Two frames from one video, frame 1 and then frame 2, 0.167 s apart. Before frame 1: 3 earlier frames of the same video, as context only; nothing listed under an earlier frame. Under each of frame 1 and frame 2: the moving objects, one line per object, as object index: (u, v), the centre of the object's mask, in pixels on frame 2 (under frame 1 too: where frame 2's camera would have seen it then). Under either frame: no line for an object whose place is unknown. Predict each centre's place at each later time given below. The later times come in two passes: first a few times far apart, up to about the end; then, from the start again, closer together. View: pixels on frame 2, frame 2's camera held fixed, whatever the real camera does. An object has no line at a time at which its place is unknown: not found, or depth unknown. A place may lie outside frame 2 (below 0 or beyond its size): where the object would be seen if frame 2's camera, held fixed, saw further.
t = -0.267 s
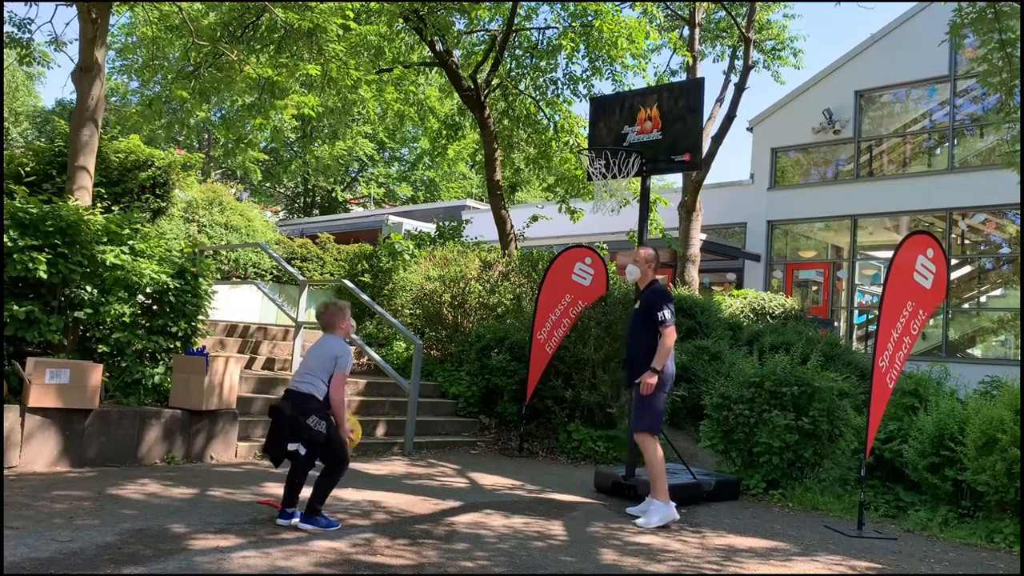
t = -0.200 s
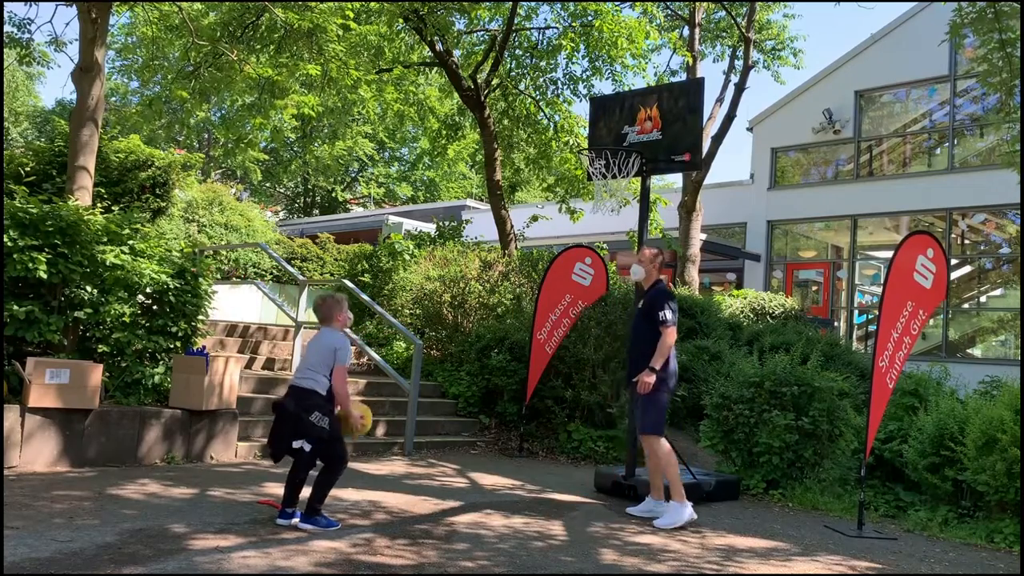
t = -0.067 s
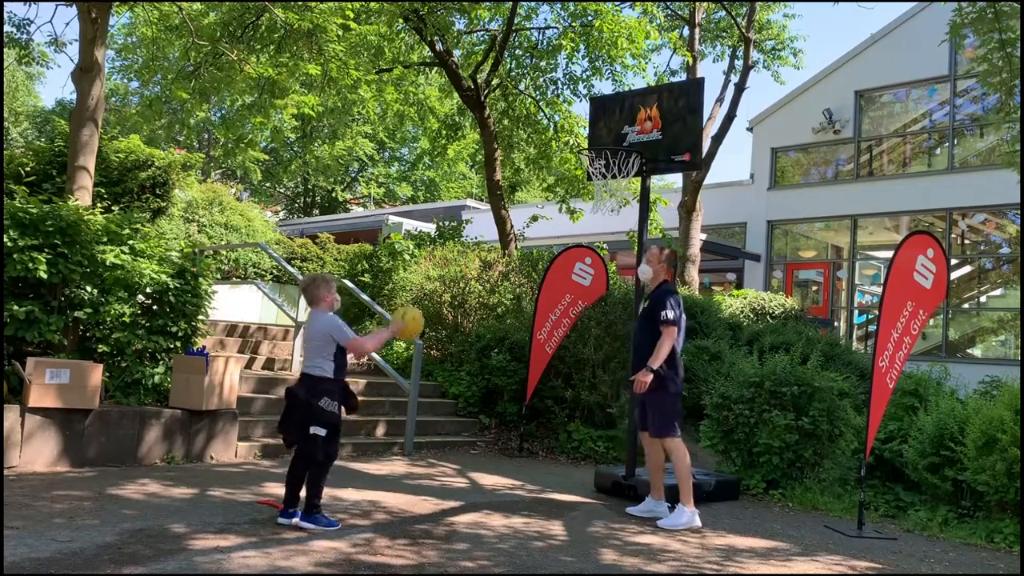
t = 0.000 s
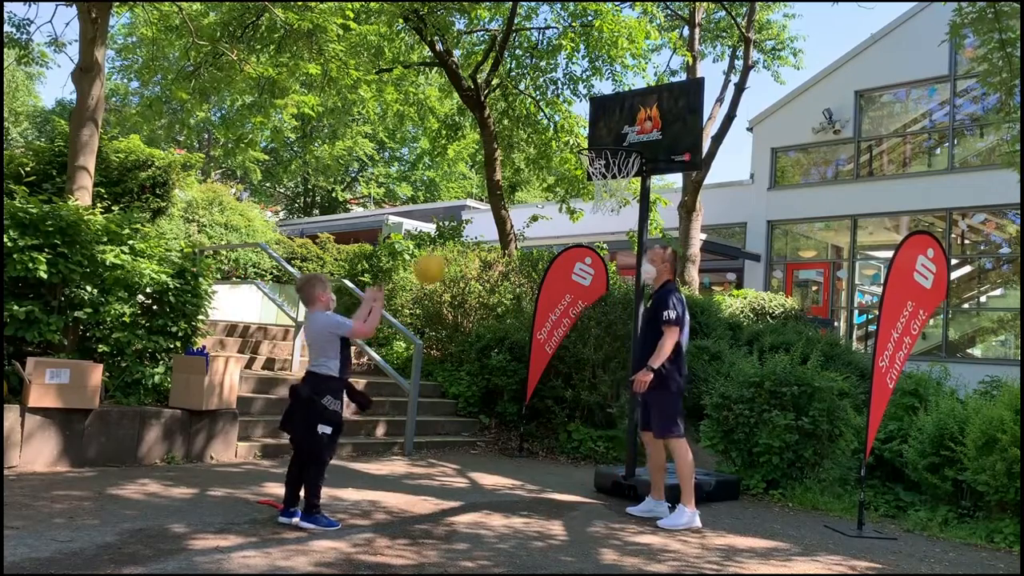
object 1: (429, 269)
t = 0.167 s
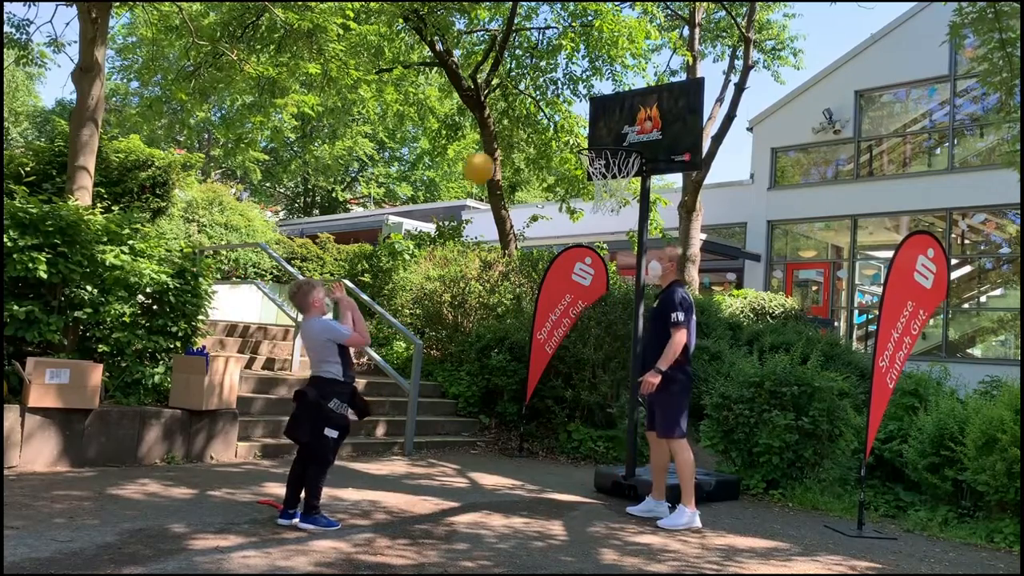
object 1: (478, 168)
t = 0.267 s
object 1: (503, 129)
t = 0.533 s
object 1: (561, 101)
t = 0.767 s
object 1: (601, 150)
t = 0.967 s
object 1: (622, 200)
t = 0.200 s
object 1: (487, 153)
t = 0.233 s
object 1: (495, 141)
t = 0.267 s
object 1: (503, 129)
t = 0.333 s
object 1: (519, 114)
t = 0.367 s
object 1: (525, 107)
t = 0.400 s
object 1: (533, 103)
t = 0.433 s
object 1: (541, 100)
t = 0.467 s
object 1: (548, 99)
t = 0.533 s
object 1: (561, 101)
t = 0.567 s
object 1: (568, 104)
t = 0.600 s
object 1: (573, 108)
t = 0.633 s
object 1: (579, 114)
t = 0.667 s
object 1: (585, 121)
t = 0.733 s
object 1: (596, 137)
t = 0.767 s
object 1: (601, 150)
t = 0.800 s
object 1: (606, 161)
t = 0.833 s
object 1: (611, 176)
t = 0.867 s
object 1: (616, 189)
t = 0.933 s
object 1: (620, 198)
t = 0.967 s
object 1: (622, 200)
